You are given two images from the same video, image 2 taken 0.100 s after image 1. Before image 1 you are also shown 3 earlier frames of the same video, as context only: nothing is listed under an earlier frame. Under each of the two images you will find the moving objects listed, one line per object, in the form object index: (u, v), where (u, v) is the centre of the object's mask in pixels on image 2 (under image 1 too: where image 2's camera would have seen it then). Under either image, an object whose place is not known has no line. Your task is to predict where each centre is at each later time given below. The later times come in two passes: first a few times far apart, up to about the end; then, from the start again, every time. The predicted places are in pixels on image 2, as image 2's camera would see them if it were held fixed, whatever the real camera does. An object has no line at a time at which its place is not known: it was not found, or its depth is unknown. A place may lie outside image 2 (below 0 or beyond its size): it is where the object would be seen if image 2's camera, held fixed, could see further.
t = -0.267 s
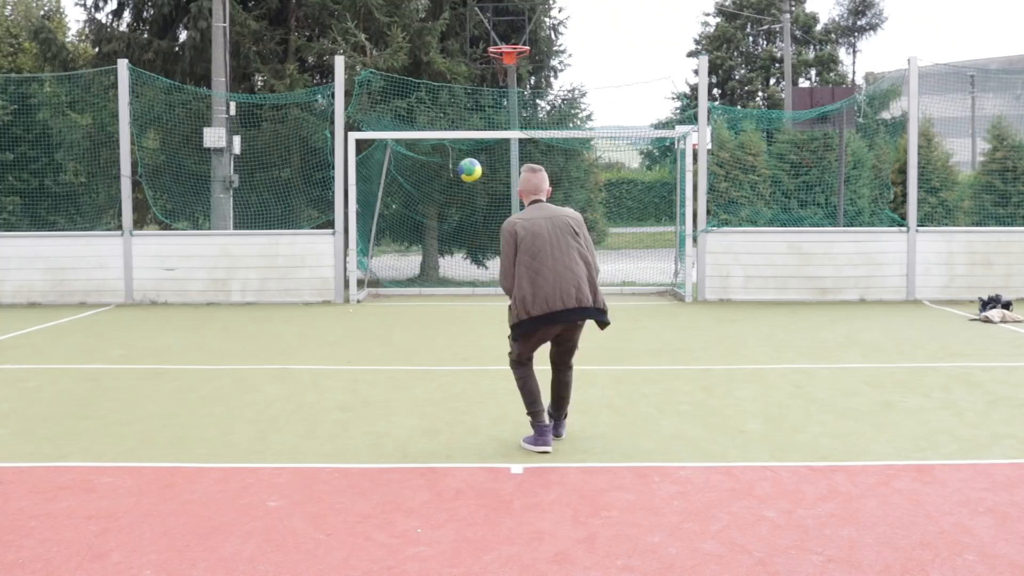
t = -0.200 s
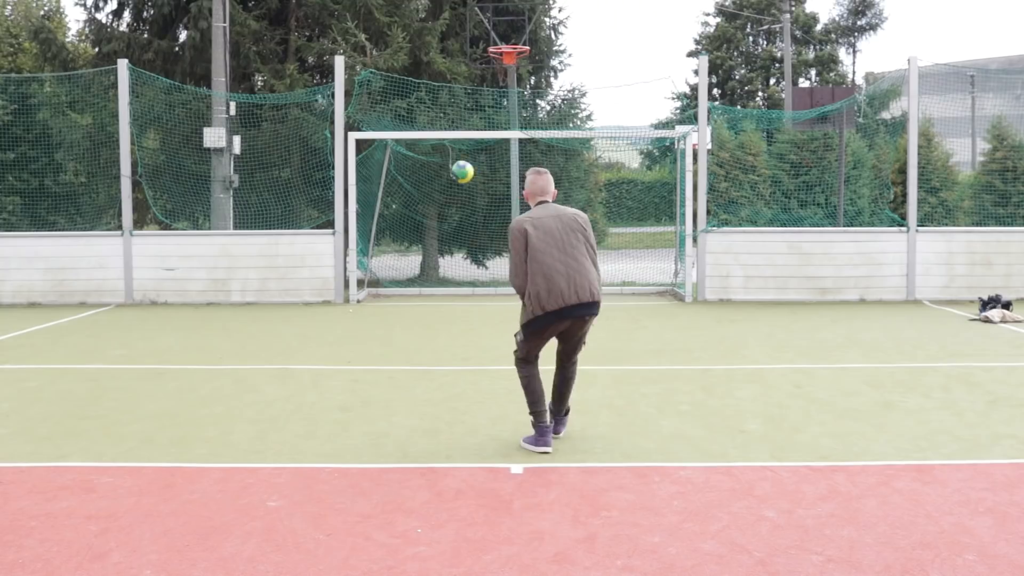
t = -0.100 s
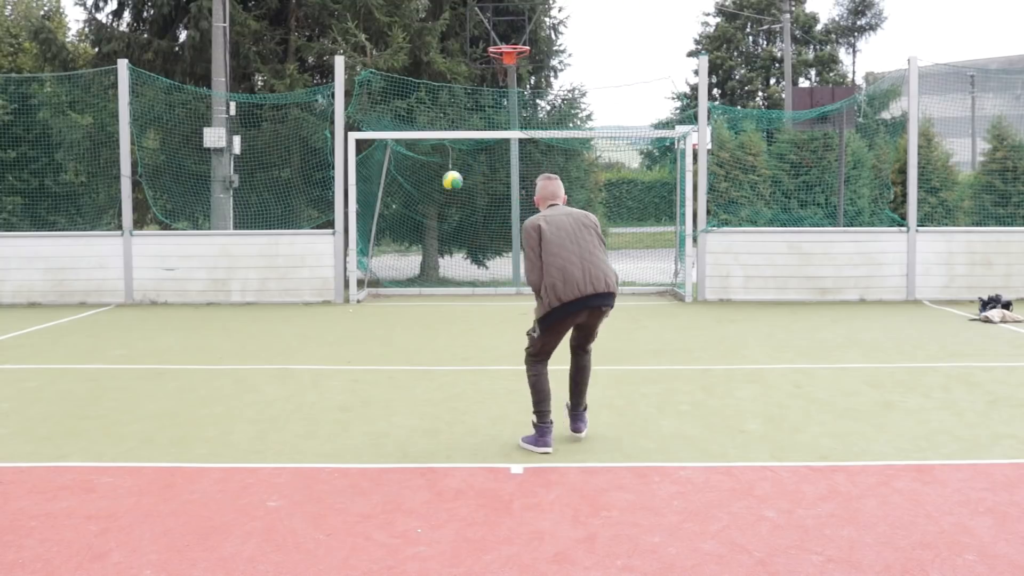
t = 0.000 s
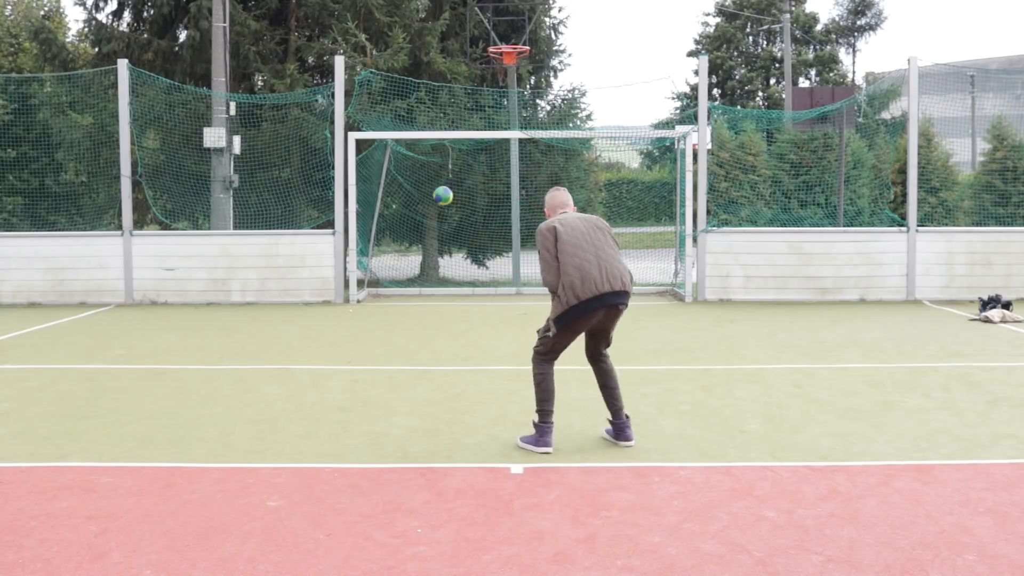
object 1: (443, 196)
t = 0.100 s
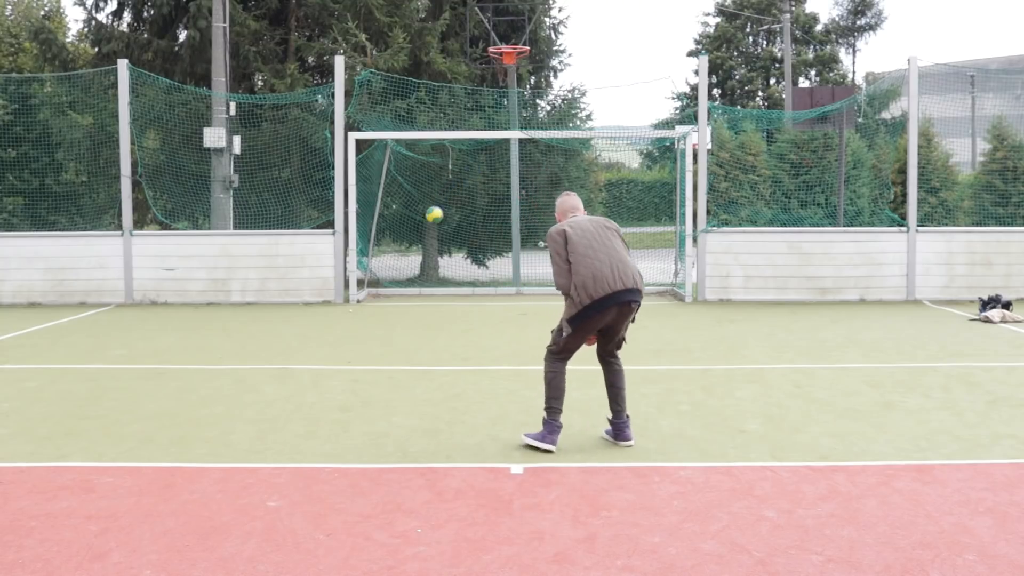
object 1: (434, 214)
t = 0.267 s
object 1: (430, 242)
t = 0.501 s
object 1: (424, 281)
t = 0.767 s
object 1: (420, 282)
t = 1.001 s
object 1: (421, 282)
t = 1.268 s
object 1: (421, 282)
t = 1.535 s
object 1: (421, 282)
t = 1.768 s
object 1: (421, 282)
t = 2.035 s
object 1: (421, 282)
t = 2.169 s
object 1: (421, 282)
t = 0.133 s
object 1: (433, 221)
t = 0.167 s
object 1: (433, 226)
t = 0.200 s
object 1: (432, 231)
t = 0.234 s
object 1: (431, 236)
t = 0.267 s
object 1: (430, 242)
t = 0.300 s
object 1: (429, 248)
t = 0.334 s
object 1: (428, 256)
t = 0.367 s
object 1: (427, 264)
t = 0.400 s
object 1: (426, 270)
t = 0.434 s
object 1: (425, 275)
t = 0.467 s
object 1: (425, 280)
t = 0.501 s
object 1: (424, 281)
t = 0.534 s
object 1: (423, 279)
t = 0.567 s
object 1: (422, 277)
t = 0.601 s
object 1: (422, 276)
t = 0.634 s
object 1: (422, 276)
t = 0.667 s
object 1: (422, 277)
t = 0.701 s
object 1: (421, 279)
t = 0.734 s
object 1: (421, 281)
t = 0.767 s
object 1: (420, 282)
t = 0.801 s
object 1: (420, 282)
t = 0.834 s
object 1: (420, 282)
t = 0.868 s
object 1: (420, 282)
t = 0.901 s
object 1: (420, 282)
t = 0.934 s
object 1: (420, 282)
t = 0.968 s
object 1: (420, 282)
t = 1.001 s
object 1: (421, 282)
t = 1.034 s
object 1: (421, 283)
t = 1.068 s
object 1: (421, 282)
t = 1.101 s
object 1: (421, 282)
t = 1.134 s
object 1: (421, 282)
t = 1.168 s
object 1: (421, 282)
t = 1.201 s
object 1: (421, 282)
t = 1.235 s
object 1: (421, 282)
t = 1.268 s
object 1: (421, 282)
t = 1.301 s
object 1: (421, 282)
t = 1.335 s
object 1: (421, 282)
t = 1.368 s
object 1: (421, 282)
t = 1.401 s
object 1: (421, 282)
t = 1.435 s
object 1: (421, 282)
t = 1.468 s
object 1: (421, 282)
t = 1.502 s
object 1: (421, 282)
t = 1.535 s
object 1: (421, 282)
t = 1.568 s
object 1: (421, 282)
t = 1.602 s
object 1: (421, 282)
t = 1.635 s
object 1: (421, 282)
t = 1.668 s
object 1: (421, 282)
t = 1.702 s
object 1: (421, 282)
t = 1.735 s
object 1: (421, 282)
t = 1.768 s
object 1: (421, 282)
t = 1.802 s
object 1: (421, 282)
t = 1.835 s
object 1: (421, 282)
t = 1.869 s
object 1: (421, 282)
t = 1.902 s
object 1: (421, 282)
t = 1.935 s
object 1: (421, 282)
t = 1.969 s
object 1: (421, 282)
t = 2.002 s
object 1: (421, 282)
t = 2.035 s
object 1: (421, 282)
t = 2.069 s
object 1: (421, 282)
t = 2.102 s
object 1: (421, 282)
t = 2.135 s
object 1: (421, 282)
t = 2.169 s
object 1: (421, 282)
